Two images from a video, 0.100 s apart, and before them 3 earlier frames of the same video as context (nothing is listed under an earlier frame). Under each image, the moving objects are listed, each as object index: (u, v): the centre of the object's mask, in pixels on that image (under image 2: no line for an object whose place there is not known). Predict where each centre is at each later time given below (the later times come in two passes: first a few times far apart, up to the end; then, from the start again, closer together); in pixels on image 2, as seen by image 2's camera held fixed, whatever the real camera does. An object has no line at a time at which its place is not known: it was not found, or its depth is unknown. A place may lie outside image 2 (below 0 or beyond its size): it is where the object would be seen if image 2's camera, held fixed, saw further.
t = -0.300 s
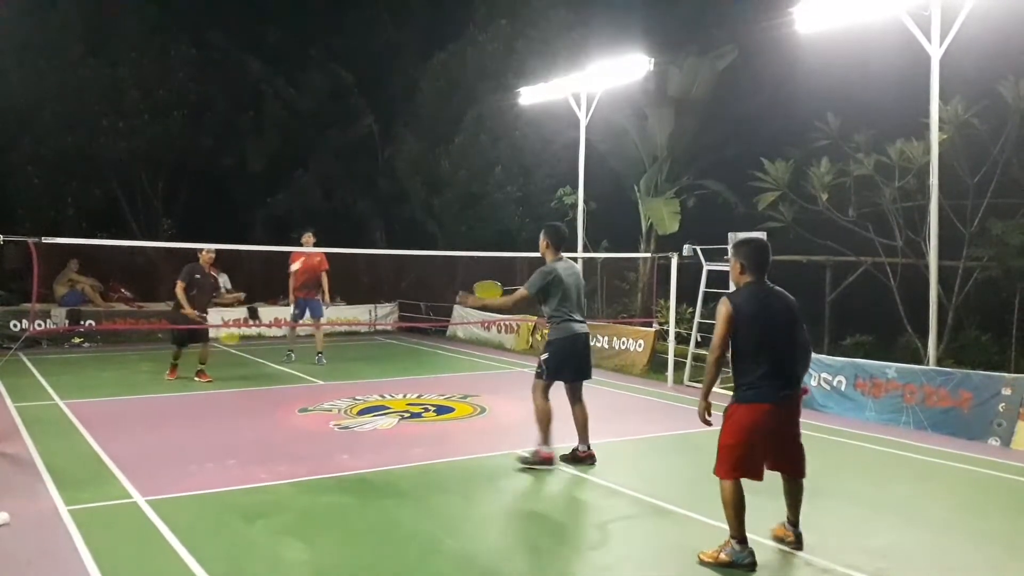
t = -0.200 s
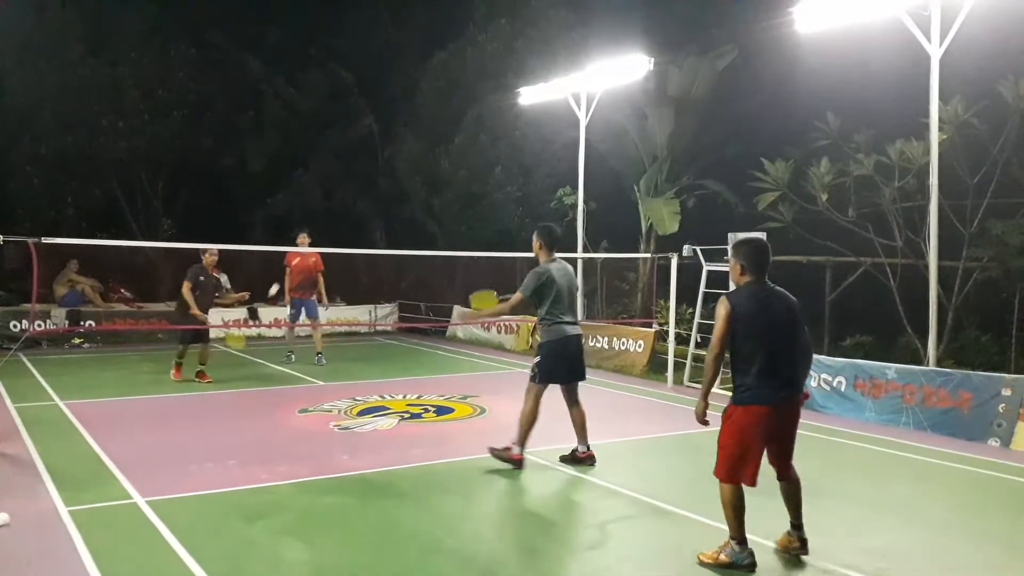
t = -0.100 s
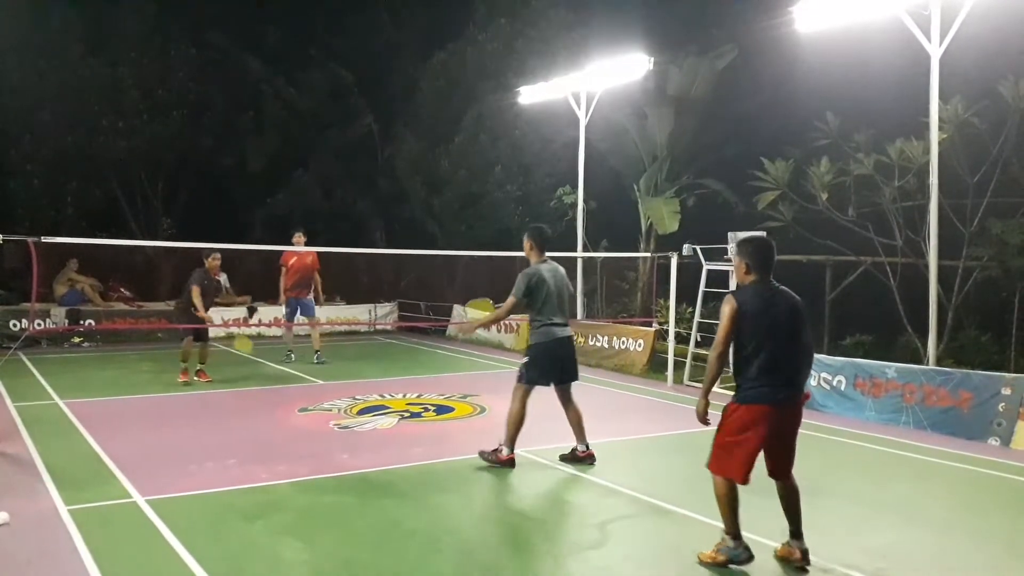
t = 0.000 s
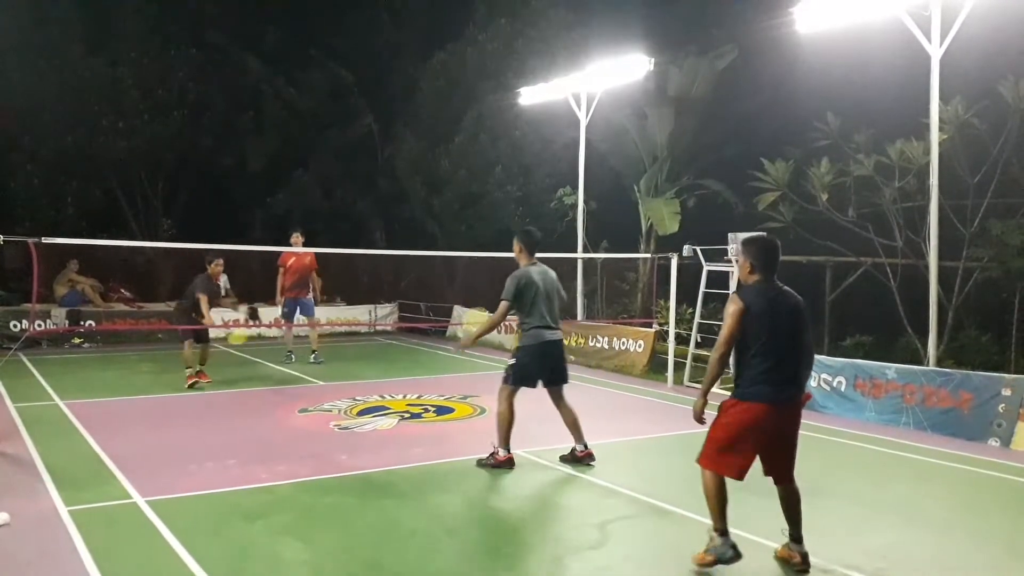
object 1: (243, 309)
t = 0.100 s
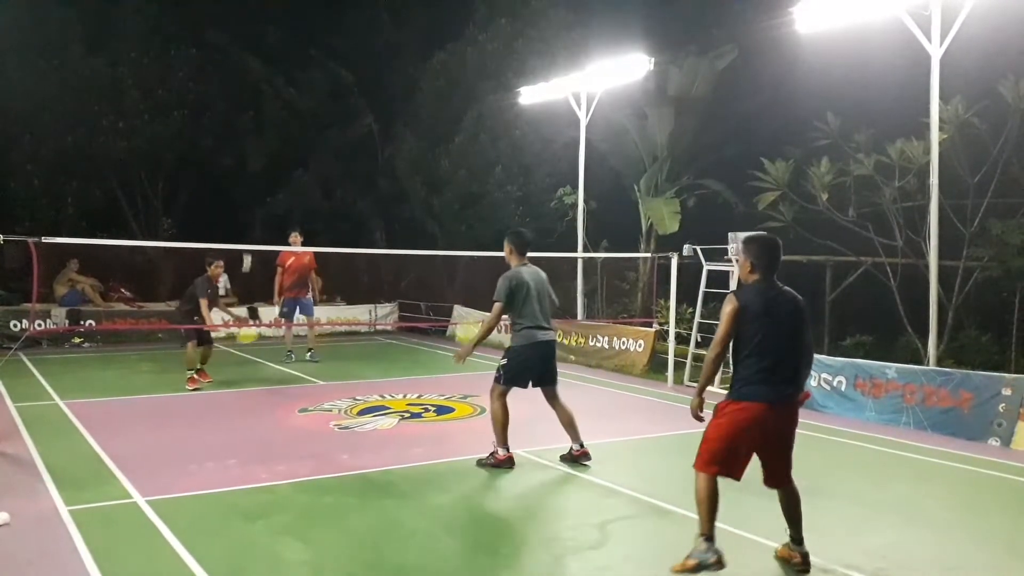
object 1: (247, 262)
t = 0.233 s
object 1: (239, 216)
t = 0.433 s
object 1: (237, 184)
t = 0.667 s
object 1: (227, 211)
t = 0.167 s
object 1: (243, 236)
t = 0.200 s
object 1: (241, 226)
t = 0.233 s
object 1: (239, 216)
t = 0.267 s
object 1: (239, 208)
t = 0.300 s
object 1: (238, 201)
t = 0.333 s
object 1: (238, 195)
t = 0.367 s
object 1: (238, 190)
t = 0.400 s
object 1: (237, 186)
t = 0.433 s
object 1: (237, 184)
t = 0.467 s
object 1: (236, 183)
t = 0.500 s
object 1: (234, 184)
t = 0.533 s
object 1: (233, 186)
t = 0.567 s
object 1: (232, 190)
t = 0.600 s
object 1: (230, 195)
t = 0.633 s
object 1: (229, 202)
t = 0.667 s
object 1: (227, 211)
